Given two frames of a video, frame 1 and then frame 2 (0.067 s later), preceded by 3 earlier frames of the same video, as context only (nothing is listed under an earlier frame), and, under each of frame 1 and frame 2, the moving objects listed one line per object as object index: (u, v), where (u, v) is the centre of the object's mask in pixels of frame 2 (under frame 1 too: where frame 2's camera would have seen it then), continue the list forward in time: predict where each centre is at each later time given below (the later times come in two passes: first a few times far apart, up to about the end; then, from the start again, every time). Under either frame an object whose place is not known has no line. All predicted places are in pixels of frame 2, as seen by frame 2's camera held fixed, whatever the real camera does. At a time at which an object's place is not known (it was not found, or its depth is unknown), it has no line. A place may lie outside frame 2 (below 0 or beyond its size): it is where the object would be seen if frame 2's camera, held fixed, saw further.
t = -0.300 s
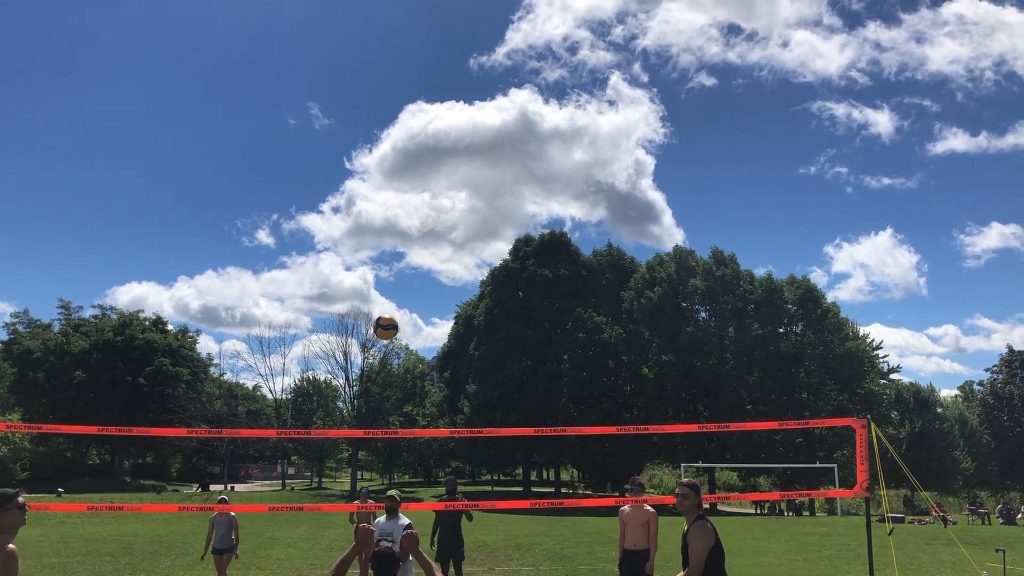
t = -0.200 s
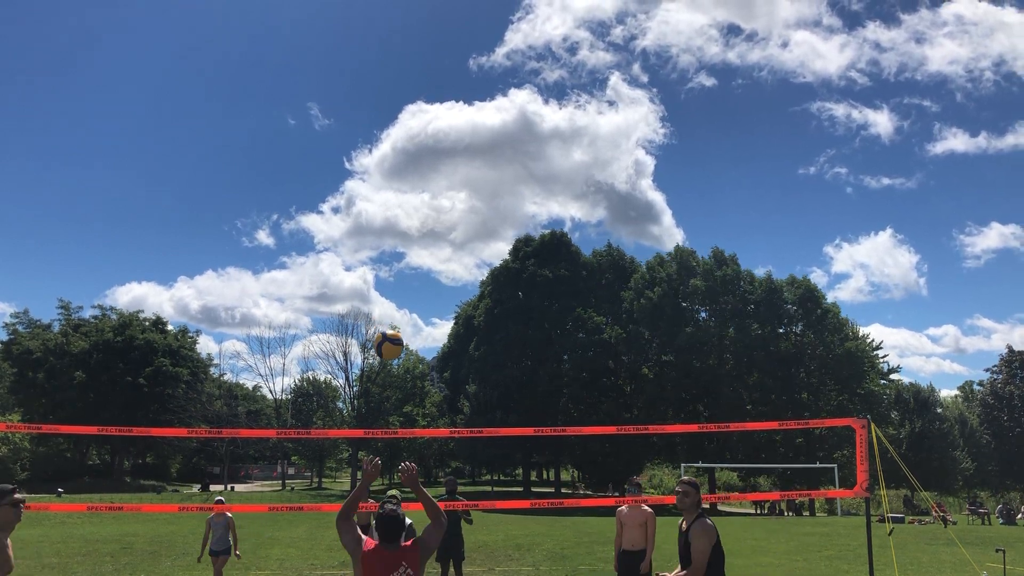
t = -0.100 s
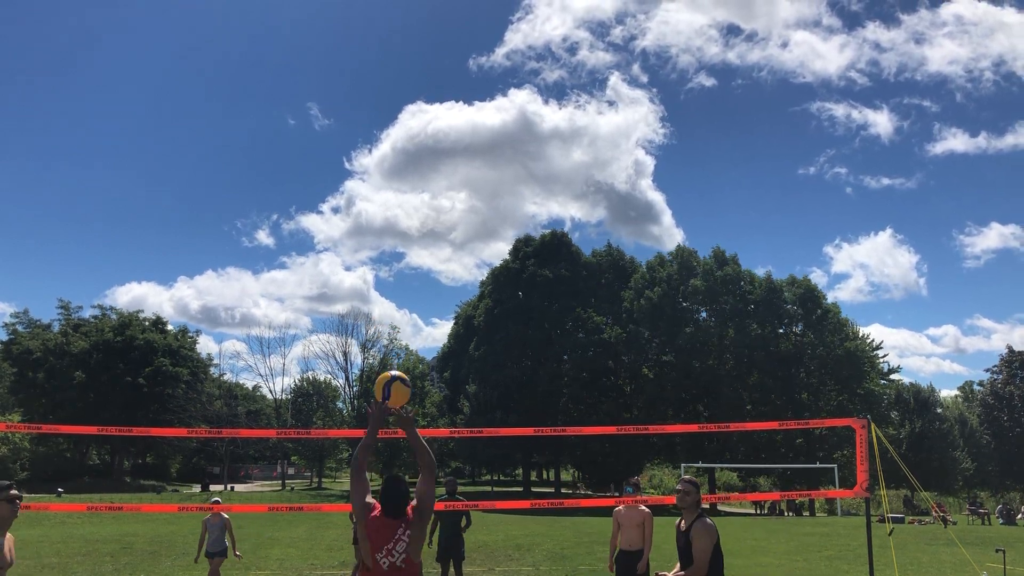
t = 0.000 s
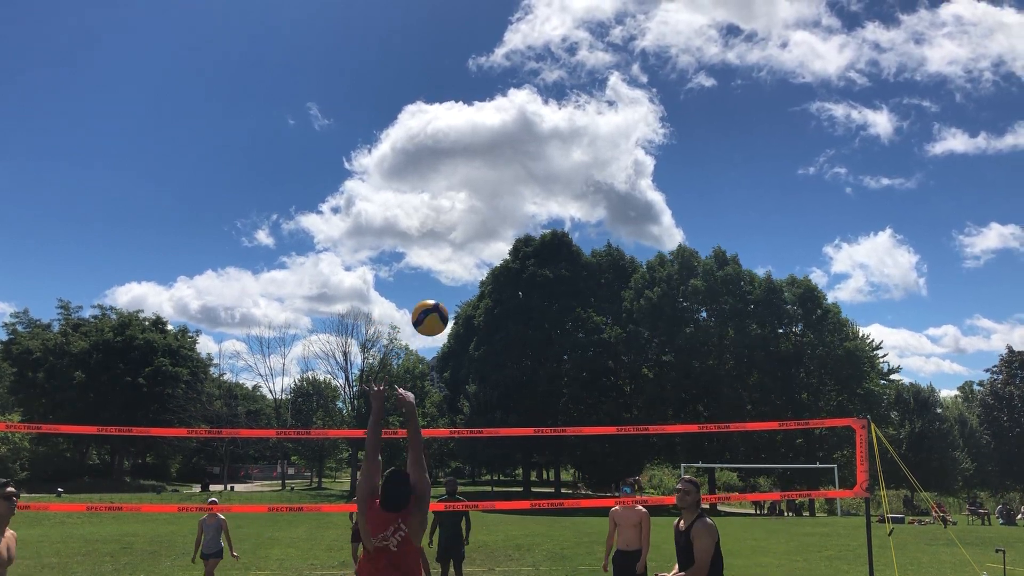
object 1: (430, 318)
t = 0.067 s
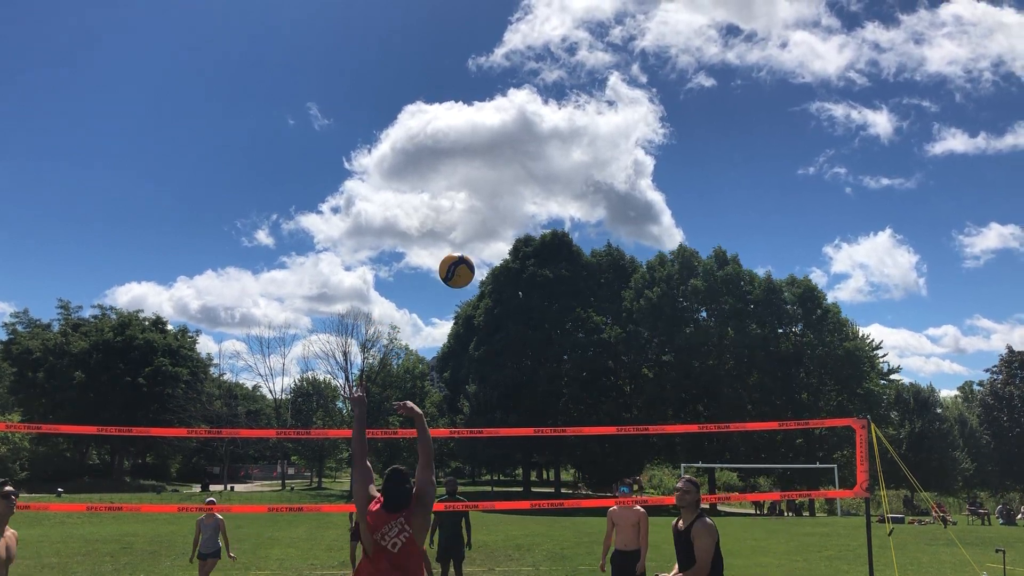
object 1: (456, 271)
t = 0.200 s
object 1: (507, 202)
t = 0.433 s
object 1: (588, 152)
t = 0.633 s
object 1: (653, 172)
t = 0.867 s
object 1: (728, 264)
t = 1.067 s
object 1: (791, 403)
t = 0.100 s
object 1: (469, 250)
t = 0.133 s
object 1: (482, 232)
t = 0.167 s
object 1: (494, 216)
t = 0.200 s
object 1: (507, 202)
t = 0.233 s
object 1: (519, 189)
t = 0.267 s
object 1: (530, 179)
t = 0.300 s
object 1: (542, 170)
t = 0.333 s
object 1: (554, 163)
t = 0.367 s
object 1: (565, 158)
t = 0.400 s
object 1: (576, 154)
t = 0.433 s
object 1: (588, 152)
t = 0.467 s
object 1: (599, 151)
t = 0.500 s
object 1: (610, 153)
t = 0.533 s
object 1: (621, 155)
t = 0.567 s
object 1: (632, 159)
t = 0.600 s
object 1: (643, 165)
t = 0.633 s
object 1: (653, 172)
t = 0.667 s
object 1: (664, 181)
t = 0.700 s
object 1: (675, 191)
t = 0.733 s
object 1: (685, 203)
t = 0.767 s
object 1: (696, 216)
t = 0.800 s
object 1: (707, 230)
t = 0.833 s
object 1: (718, 246)
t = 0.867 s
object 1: (728, 264)
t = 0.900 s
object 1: (738, 283)
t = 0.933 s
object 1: (749, 304)
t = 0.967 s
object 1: (759, 326)
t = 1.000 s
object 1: (770, 349)
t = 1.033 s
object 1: (780, 375)
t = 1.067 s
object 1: (791, 403)
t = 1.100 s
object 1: (801, 432)
